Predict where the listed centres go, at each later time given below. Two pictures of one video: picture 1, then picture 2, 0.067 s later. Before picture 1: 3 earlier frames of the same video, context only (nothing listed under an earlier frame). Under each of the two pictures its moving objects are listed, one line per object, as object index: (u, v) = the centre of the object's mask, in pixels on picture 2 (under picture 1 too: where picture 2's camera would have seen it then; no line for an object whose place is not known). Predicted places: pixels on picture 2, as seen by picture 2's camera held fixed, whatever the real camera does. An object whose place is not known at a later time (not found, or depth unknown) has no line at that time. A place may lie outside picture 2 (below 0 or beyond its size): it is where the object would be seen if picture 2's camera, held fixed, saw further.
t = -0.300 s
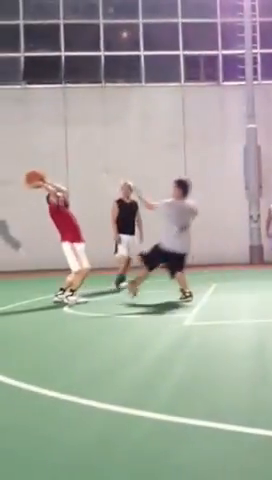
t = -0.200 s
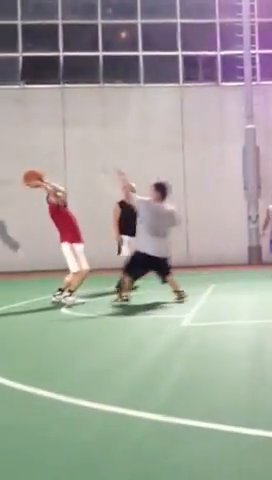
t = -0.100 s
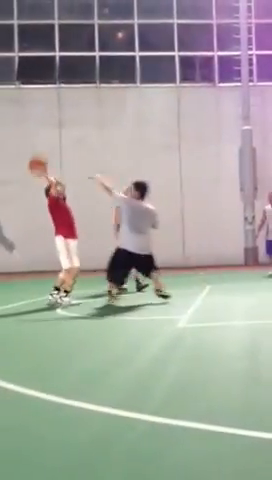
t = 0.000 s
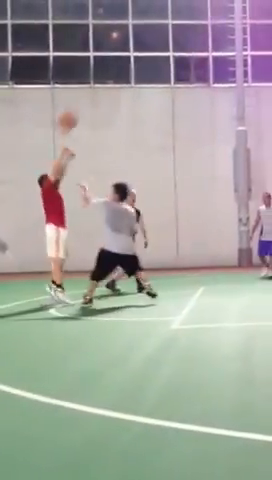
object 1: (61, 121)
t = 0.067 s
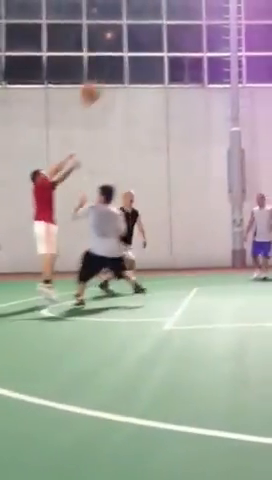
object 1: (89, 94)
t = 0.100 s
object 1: (105, 78)
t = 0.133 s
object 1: (115, 67)
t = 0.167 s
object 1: (132, 53)
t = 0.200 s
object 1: (140, 44)
